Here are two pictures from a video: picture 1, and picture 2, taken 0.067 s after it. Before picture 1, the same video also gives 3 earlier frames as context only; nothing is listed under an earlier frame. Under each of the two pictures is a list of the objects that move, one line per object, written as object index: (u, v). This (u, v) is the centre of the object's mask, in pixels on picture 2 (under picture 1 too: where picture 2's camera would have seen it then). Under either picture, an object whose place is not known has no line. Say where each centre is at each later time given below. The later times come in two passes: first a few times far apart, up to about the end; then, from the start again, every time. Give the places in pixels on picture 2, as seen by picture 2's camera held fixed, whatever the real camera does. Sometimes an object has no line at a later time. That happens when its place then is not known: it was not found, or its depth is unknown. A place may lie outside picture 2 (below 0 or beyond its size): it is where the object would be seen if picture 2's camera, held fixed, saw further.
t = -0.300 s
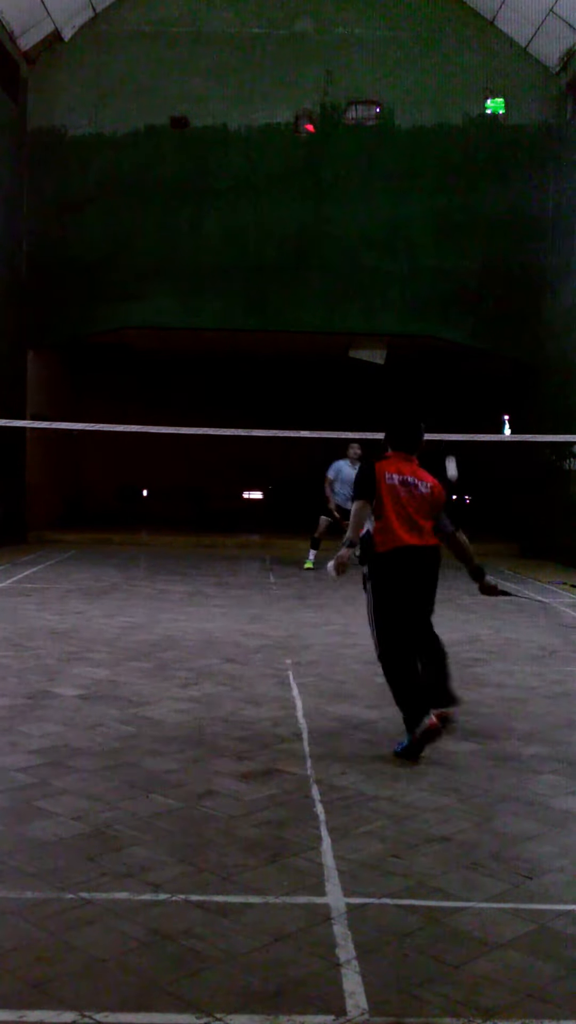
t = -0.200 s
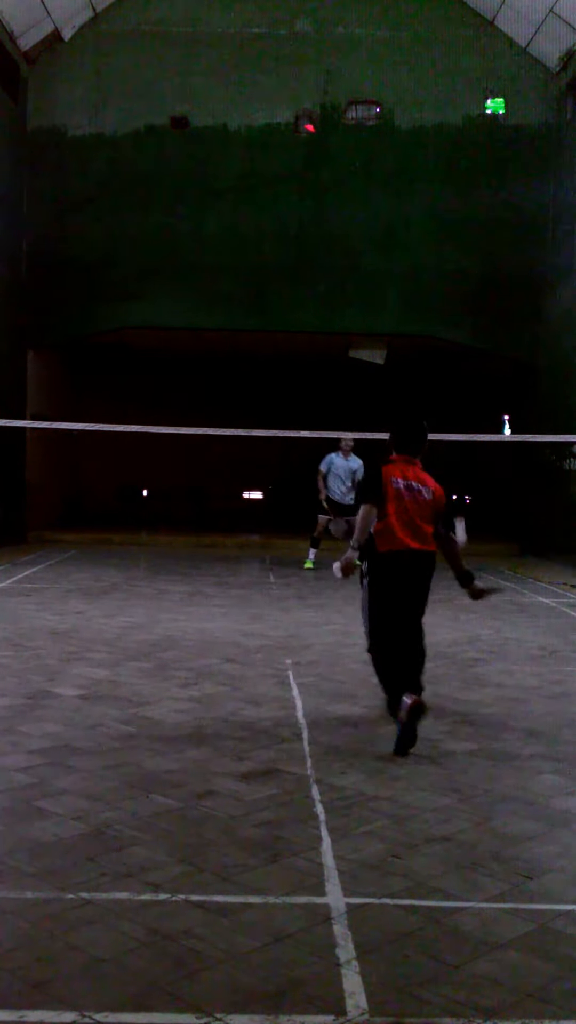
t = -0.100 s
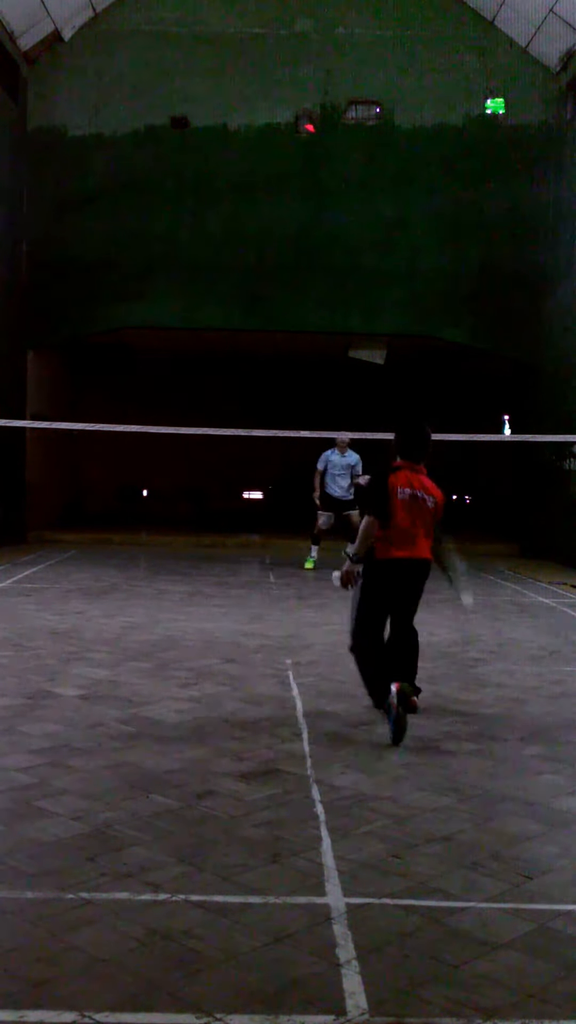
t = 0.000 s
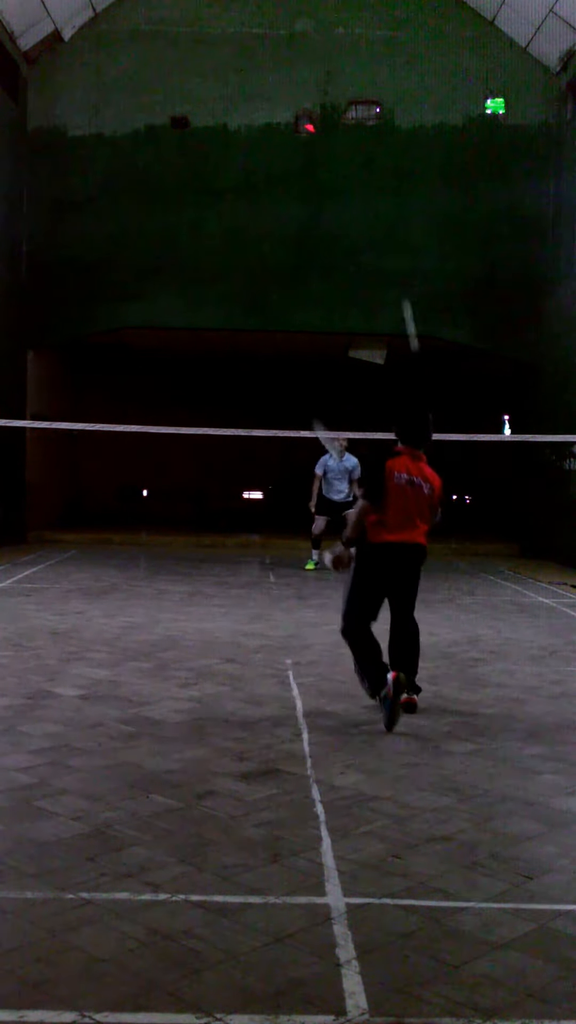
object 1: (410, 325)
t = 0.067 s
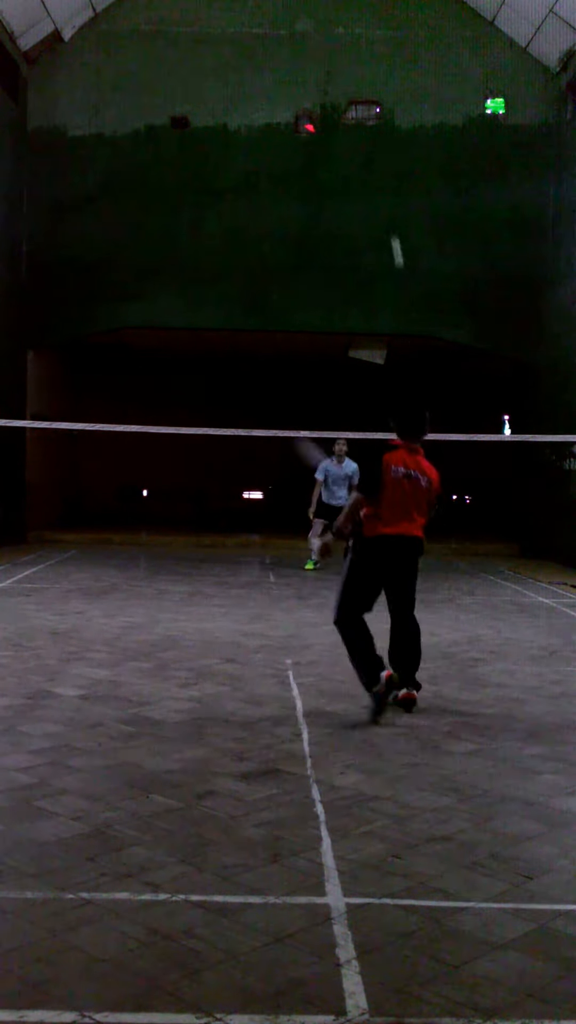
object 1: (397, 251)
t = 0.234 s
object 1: (378, 171)
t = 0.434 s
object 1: (364, 148)
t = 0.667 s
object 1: (351, 170)
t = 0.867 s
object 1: (340, 215)
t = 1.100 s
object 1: (330, 290)
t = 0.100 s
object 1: (392, 227)
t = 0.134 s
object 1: (388, 208)
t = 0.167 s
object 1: (385, 193)
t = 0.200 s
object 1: (382, 181)
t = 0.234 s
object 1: (378, 171)
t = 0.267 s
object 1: (375, 163)
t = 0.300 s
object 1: (373, 157)
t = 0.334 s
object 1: (370, 153)
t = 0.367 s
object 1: (368, 150)
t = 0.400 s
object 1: (366, 148)
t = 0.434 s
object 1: (364, 148)
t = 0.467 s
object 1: (362, 148)
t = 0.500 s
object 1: (360, 149)
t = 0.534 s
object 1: (358, 152)
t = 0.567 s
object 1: (357, 155)
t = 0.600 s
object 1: (354, 159)
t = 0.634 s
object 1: (353, 164)
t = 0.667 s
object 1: (351, 170)
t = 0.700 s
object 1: (349, 176)
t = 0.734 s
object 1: (347, 183)
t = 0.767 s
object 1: (346, 190)
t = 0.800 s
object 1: (344, 198)
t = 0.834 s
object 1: (343, 207)
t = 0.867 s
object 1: (340, 215)
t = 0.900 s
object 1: (339, 225)
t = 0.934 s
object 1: (338, 235)
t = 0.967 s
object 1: (336, 245)
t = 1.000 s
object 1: (335, 256)
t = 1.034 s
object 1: (333, 266)
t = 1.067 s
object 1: (331, 277)
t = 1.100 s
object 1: (330, 290)
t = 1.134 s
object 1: (328, 301)
